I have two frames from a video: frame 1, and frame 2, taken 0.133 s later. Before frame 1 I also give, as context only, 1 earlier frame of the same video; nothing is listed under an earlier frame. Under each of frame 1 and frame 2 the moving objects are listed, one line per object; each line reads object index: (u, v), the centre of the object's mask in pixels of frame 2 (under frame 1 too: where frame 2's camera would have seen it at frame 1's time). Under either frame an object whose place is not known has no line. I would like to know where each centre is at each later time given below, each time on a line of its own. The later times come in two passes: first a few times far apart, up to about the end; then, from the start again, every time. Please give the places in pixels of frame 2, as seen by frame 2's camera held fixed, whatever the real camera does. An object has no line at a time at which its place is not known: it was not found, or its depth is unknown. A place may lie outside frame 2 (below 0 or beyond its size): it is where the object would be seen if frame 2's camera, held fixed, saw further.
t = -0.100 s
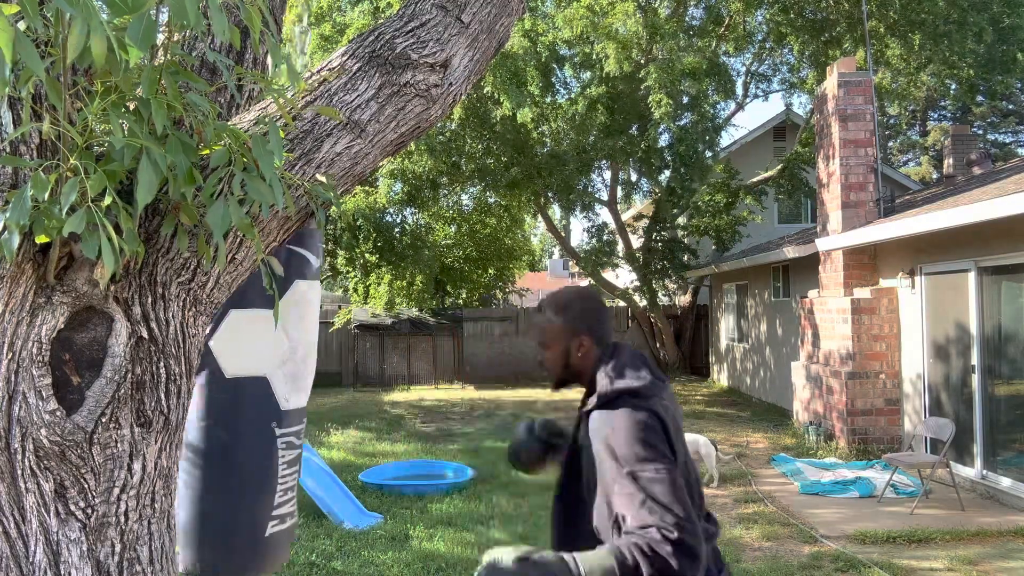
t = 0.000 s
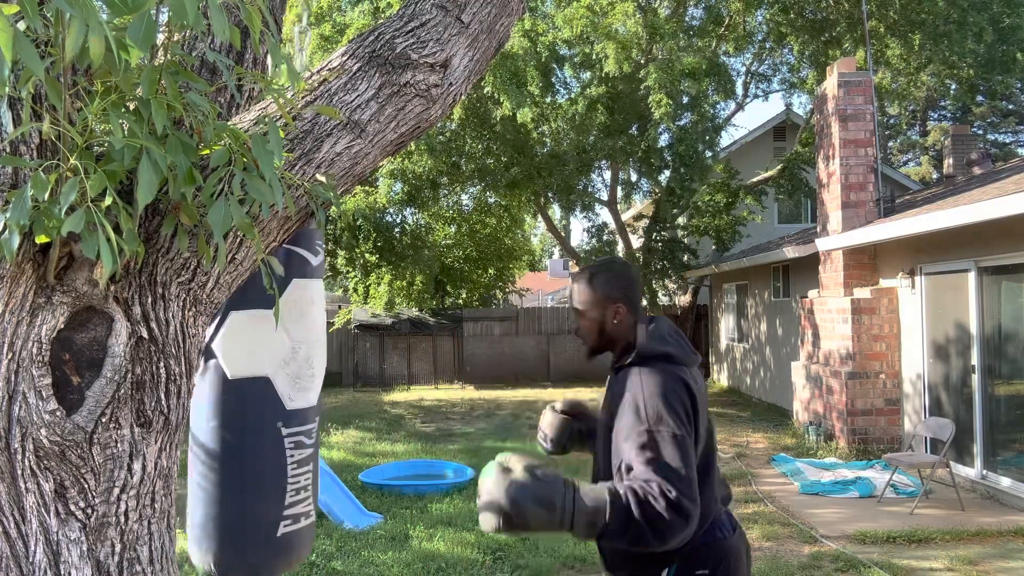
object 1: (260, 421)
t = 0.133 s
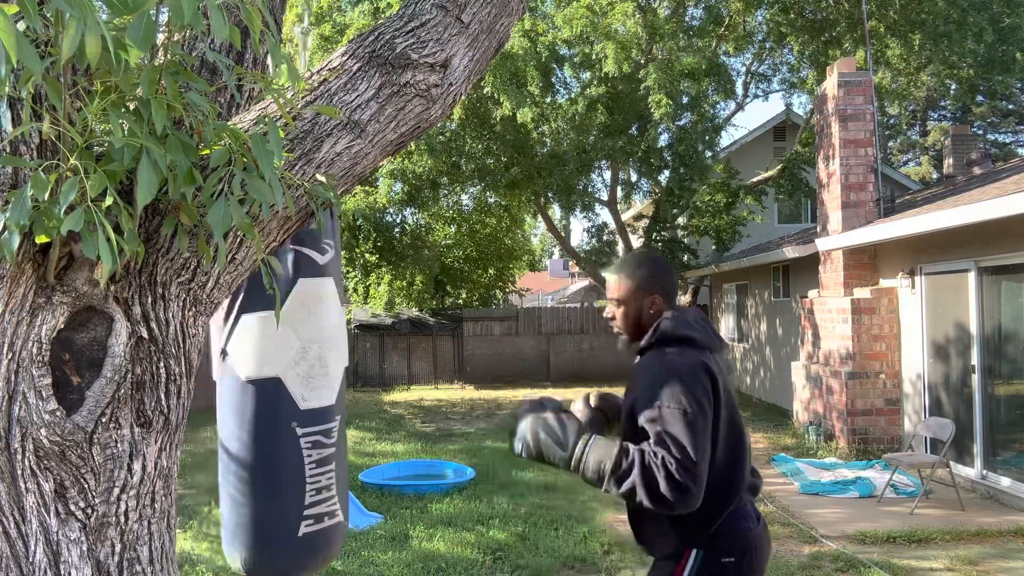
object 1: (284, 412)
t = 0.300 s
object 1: (320, 401)
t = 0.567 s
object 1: (369, 387)
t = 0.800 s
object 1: (390, 384)
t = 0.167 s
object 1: (292, 409)
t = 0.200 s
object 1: (300, 407)
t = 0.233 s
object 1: (307, 404)
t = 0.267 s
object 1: (314, 402)
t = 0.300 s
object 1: (320, 401)
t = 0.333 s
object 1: (327, 399)
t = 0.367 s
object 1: (333, 397)
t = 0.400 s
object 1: (340, 394)
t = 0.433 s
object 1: (347, 392)
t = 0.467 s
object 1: (354, 390)
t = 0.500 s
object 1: (359, 388)
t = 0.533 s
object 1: (364, 387)
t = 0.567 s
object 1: (369, 387)
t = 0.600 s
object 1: (373, 386)
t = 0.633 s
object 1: (377, 385)
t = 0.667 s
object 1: (381, 385)
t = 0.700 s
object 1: (384, 384)
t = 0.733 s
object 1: (387, 383)
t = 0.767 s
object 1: (388, 382)
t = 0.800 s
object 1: (390, 384)
